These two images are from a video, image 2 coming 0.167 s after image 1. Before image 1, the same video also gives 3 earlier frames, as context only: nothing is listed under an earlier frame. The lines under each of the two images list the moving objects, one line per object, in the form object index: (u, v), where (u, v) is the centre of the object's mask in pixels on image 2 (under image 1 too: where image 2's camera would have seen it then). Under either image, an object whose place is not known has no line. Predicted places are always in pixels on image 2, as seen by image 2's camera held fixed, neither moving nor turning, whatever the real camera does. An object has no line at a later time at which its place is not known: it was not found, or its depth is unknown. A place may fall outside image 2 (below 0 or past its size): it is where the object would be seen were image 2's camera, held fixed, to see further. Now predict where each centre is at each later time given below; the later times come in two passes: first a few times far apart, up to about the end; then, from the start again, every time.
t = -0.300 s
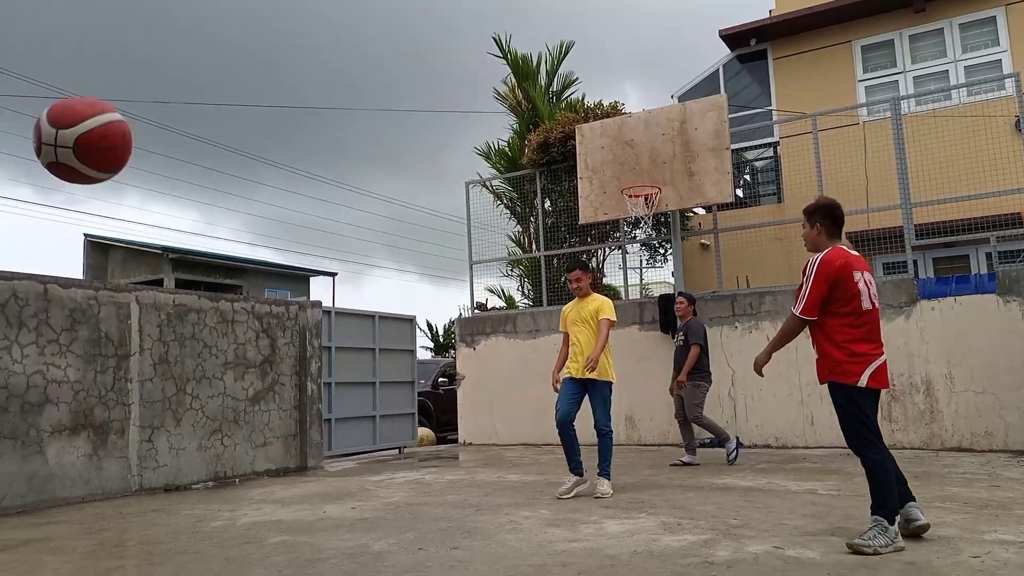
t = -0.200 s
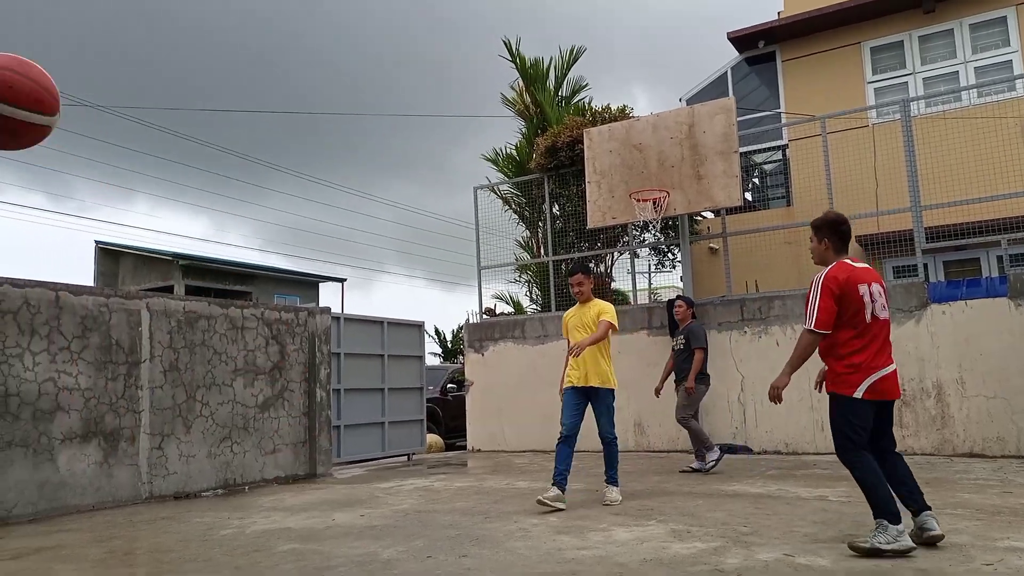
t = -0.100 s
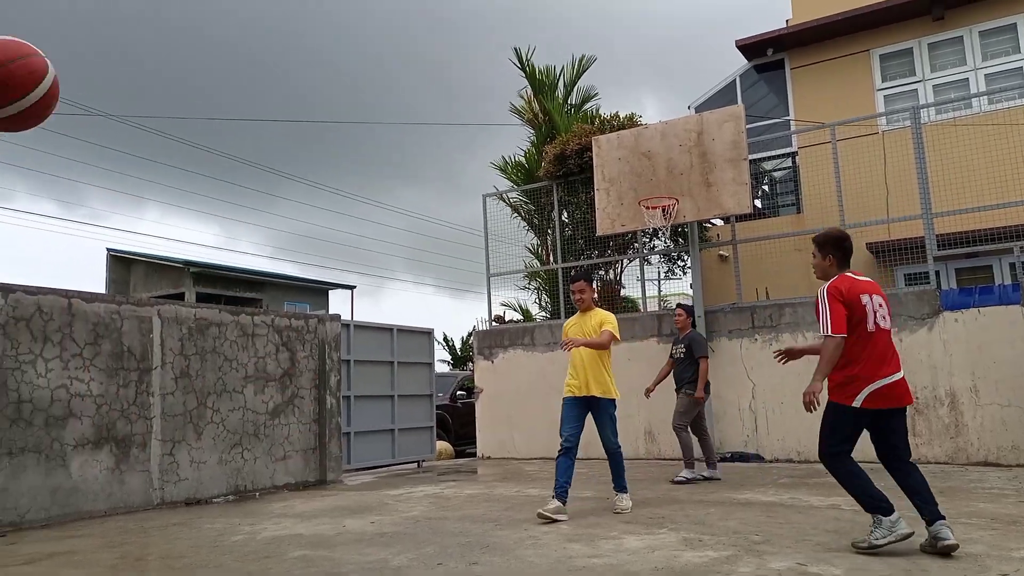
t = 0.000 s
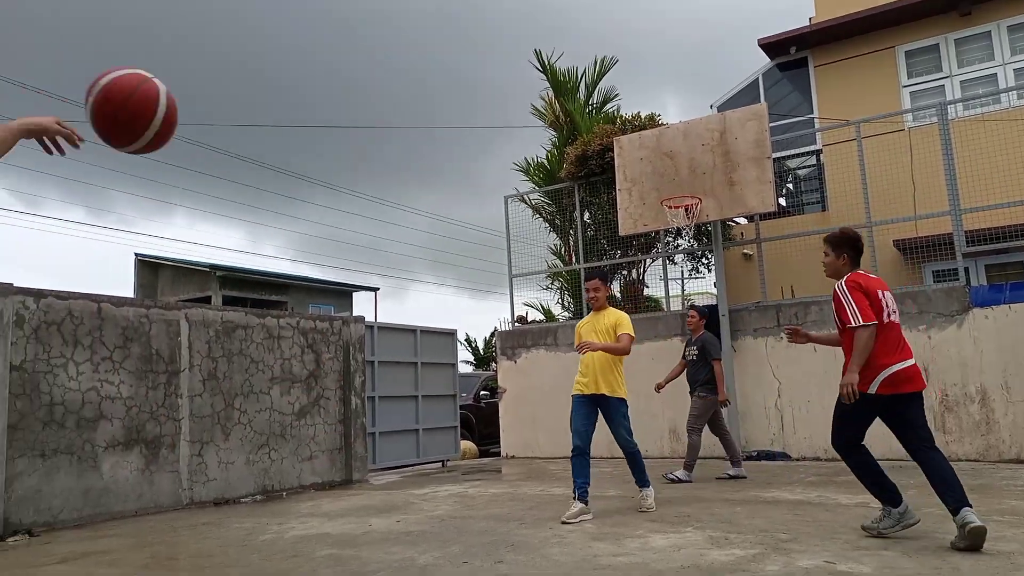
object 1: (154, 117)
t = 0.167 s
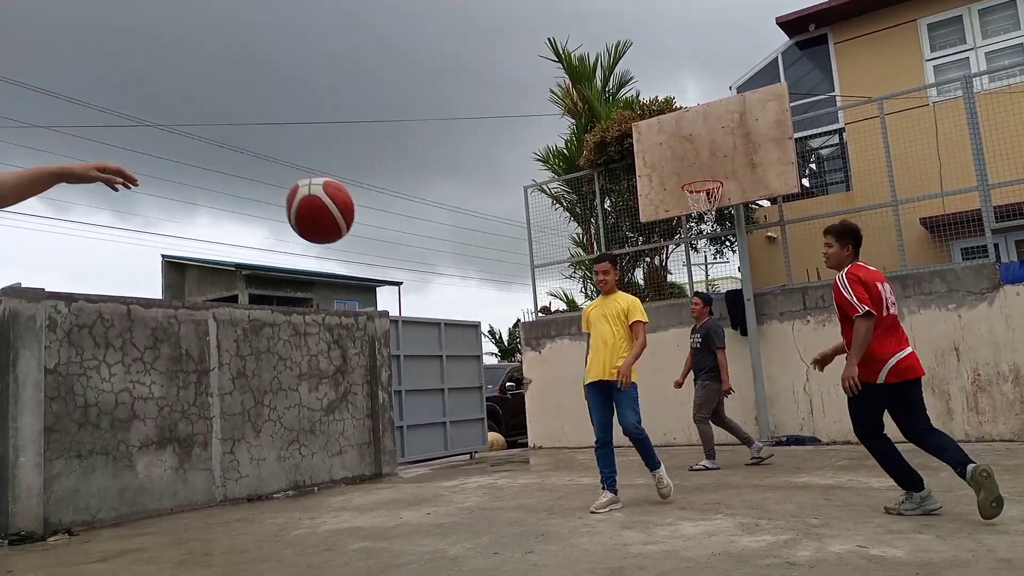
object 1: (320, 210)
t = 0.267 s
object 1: (395, 284)
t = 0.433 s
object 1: (490, 431)
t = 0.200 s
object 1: (346, 235)
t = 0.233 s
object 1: (372, 259)
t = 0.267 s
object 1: (395, 284)
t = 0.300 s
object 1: (417, 311)
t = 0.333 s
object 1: (437, 340)
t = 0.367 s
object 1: (455, 369)
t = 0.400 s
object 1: (473, 399)
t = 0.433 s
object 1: (490, 431)
